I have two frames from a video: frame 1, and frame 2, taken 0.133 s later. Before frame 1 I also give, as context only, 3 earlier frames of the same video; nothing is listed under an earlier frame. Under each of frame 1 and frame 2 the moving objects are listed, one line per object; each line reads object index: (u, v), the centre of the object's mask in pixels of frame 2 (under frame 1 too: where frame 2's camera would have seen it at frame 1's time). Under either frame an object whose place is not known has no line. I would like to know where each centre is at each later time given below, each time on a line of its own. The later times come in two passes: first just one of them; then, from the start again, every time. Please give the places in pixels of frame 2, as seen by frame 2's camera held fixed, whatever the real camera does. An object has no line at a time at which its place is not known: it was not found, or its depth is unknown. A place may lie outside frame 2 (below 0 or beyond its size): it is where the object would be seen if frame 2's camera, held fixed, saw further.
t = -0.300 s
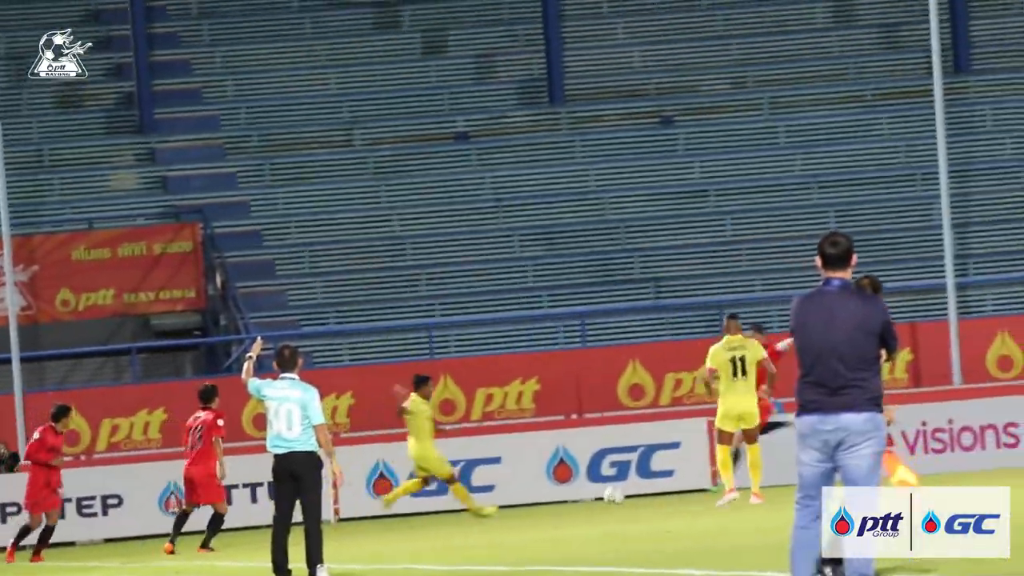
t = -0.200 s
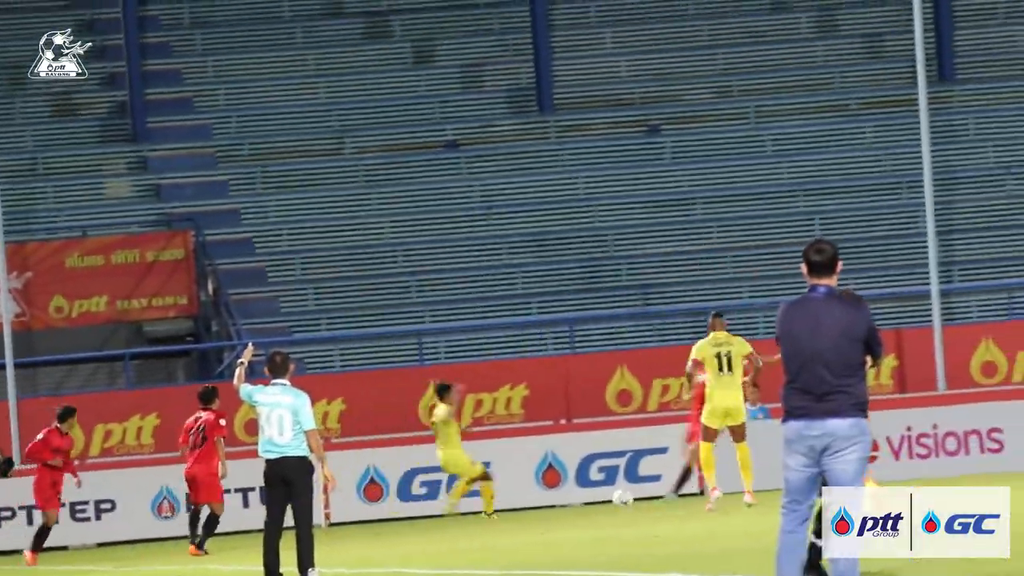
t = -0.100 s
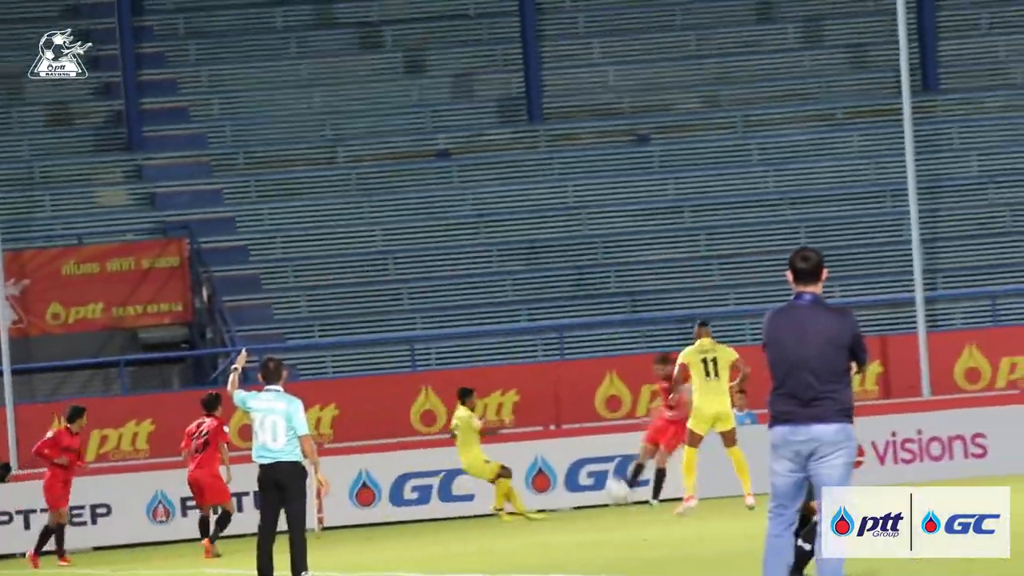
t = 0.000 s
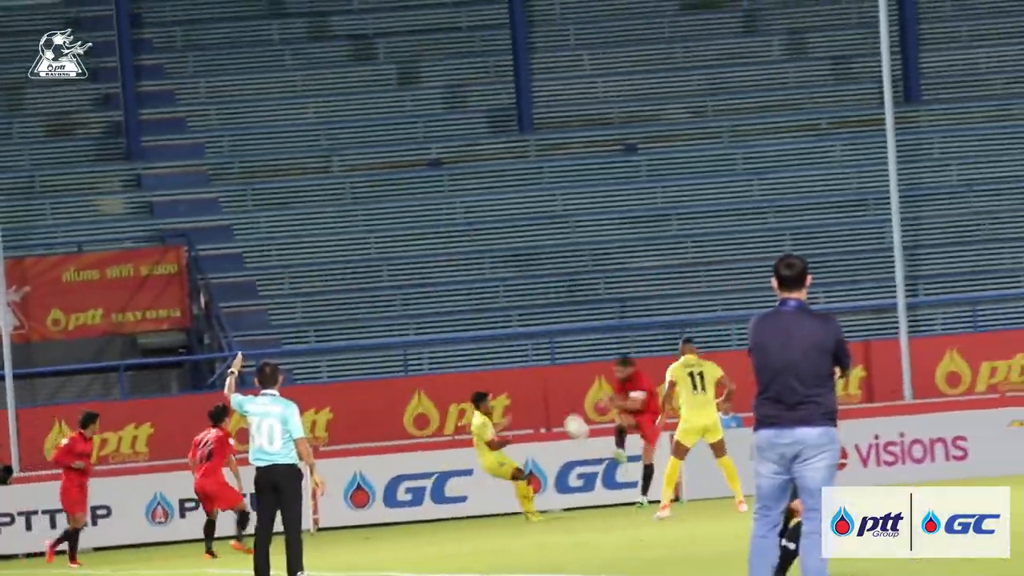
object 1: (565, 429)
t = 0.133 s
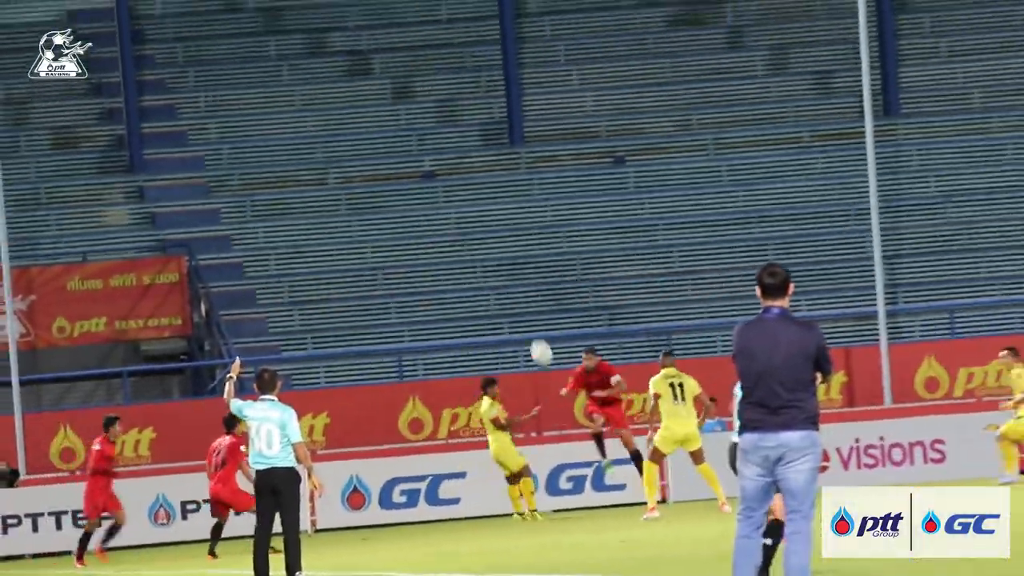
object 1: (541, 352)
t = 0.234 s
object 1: (533, 297)
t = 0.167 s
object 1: (538, 333)
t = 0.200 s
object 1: (535, 315)
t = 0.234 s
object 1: (533, 297)
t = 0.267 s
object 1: (533, 279)
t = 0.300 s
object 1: (533, 262)
